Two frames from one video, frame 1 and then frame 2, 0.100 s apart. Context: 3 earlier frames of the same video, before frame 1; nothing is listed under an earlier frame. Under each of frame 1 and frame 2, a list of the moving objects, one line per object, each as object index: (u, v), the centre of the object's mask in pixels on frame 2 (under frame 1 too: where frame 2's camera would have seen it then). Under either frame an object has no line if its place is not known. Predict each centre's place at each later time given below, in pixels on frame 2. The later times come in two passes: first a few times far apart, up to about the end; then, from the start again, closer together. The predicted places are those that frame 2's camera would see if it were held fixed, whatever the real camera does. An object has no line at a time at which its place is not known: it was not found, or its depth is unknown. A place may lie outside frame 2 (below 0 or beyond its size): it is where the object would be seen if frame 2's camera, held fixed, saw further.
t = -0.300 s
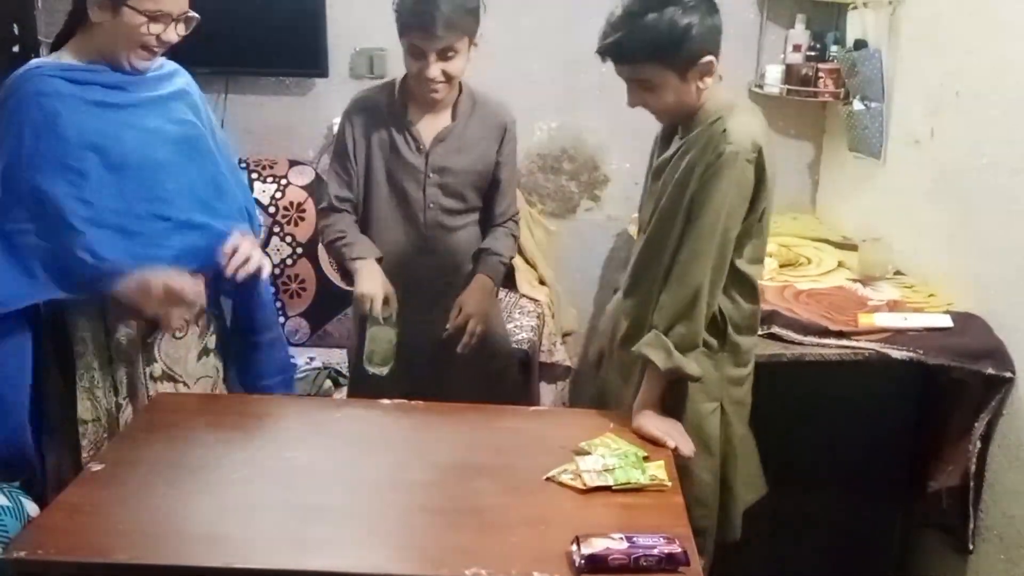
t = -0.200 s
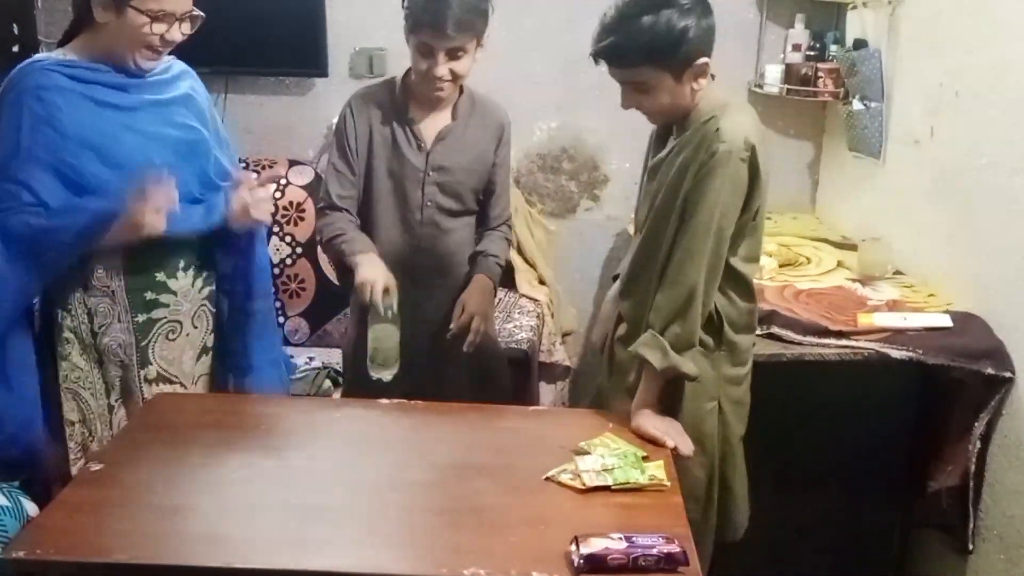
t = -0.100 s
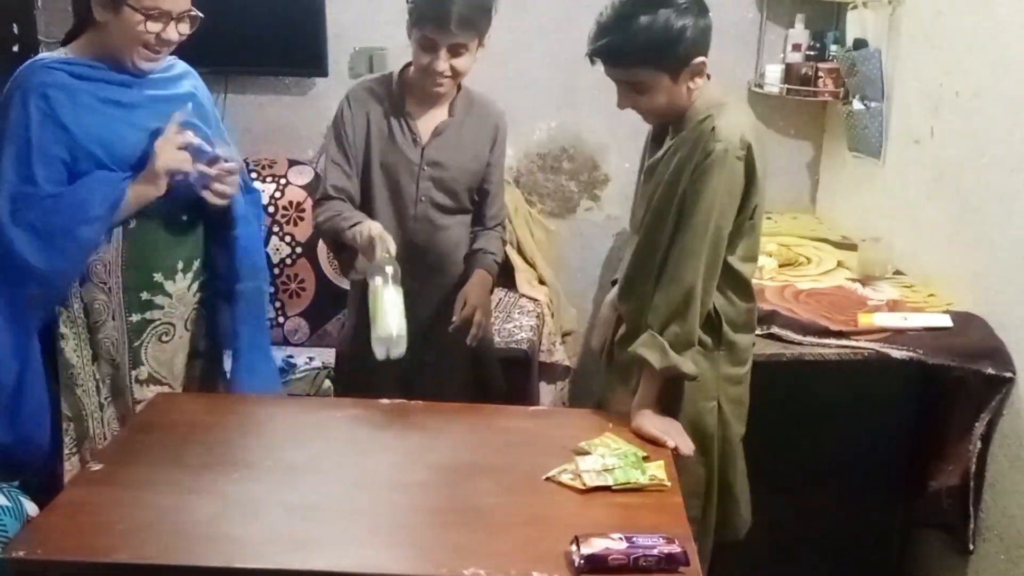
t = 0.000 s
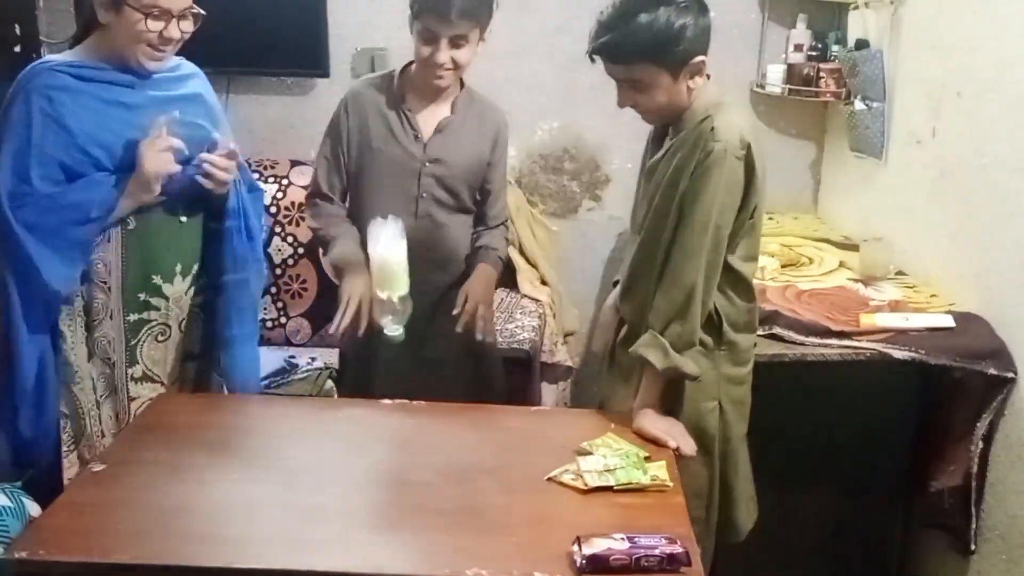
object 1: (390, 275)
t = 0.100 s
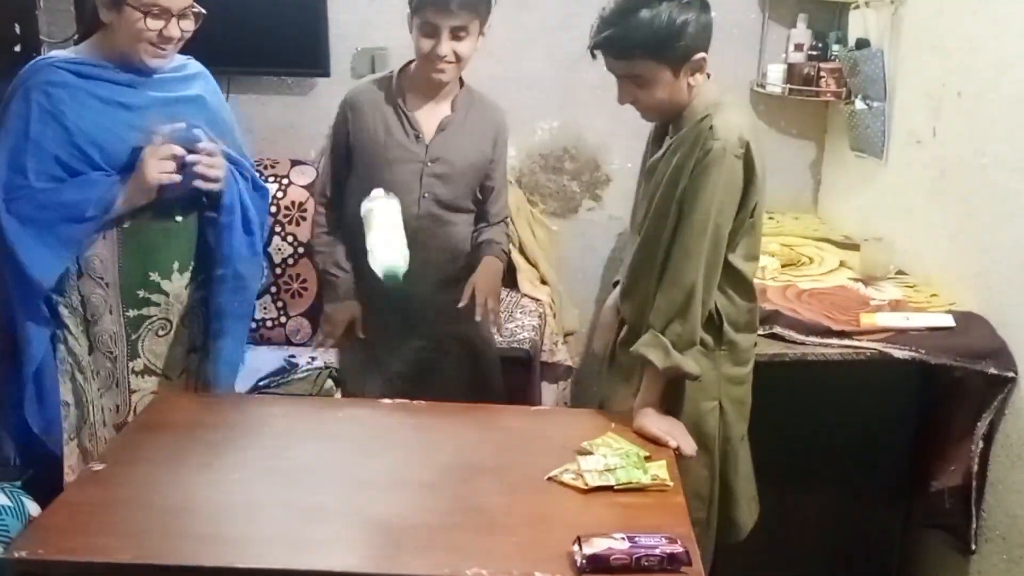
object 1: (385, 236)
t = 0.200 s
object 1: (383, 271)
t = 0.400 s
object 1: (374, 426)
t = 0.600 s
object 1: (383, 440)
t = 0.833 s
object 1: (385, 441)
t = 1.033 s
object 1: (385, 441)
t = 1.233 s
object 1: (385, 441)
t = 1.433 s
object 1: (385, 441)
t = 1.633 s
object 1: (385, 440)
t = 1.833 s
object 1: (385, 442)
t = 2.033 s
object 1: (385, 441)
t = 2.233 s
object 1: (385, 440)
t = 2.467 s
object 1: (385, 440)
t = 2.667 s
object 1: (384, 440)
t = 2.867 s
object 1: (384, 440)
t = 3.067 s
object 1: (385, 440)
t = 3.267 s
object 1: (385, 441)
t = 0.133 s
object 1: (384, 237)
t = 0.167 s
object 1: (383, 248)
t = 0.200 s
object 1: (383, 271)
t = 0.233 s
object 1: (383, 299)
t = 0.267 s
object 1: (382, 333)
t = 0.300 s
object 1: (381, 374)
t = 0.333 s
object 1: (380, 412)
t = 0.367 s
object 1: (376, 415)
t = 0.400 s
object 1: (374, 426)
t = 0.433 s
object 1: (375, 430)
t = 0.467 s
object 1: (377, 433)
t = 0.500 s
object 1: (380, 436)
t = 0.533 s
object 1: (380, 438)
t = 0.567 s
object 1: (381, 440)
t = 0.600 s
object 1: (383, 440)
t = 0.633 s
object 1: (384, 441)
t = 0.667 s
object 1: (385, 440)
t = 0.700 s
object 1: (384, 441)
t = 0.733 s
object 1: (385, 441)
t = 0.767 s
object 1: (385, 441)
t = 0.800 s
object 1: (385, 440)
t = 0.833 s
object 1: (385, 441)
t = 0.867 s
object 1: (385, 441)
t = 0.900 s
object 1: (385, 441)
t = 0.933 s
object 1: (385, 441)
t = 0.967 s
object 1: (385, 441)
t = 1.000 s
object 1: (384, 441)
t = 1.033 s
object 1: (385, 441)
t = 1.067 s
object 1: (386, 441)
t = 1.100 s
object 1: (384, 441)
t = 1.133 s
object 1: (384, 441)
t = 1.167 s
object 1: (384, 442)
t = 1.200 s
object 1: (384, 441)
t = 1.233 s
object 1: (385, 441)
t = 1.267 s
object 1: (385, 441)
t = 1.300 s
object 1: (385, 441)
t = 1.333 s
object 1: (385, 441)
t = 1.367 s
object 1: (385, 441)
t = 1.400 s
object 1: (385, 441)
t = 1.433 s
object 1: (385, 441)
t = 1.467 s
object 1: (385, 441)
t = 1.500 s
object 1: (385, 441)
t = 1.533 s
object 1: (385, 441)
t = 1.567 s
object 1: (385, 440)
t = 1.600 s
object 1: (385, 440)
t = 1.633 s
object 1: (385, 440)
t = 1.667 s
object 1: (385, 440)
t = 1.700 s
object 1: (385, 441)
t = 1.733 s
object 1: (385, 441)
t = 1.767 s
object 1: (385, 441)
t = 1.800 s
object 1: (385, 441)
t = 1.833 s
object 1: (385, 442)
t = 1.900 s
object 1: (385, 441)
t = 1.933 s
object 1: (385, 441)
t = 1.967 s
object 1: (385, 441)
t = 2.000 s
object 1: (384, 441)
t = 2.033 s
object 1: (385, 441)
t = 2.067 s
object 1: (385, 441)
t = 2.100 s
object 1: (385, 441)
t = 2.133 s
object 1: (385, 440)
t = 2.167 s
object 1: (385, 440)
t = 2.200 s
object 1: (385, 440)
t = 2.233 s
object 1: (385, 440)
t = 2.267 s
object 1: (385, 440)
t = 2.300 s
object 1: (385, 440)
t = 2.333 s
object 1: (385, 440)
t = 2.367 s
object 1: (385, 440)
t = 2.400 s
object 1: (384, 439)
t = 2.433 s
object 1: (384, 440)
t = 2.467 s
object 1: (385, 440)
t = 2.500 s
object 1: (385, 441)
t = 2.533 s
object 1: (385, 440)
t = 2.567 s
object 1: (384, 440)
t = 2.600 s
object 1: (384, 440)
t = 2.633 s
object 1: (384, 440)
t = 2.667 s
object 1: (384, 440)
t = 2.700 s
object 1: (384, 440)
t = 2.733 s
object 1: (384, 440)
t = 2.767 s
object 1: (385, 440)
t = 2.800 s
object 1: (384, 440)
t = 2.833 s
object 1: (385, 440)
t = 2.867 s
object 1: (384, 440)
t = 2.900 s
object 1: (384, 440)
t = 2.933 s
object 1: (385, 440)
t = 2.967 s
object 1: (385, 440)
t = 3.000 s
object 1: (385, 440)
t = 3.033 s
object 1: (385, 440)
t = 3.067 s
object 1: (385, 440)
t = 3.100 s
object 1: (385, 440)
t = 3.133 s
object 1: (385, 440)
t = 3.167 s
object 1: (385, 440)
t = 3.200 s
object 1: (385, 440)
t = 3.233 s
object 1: (385, 440)
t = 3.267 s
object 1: (385, 441)
